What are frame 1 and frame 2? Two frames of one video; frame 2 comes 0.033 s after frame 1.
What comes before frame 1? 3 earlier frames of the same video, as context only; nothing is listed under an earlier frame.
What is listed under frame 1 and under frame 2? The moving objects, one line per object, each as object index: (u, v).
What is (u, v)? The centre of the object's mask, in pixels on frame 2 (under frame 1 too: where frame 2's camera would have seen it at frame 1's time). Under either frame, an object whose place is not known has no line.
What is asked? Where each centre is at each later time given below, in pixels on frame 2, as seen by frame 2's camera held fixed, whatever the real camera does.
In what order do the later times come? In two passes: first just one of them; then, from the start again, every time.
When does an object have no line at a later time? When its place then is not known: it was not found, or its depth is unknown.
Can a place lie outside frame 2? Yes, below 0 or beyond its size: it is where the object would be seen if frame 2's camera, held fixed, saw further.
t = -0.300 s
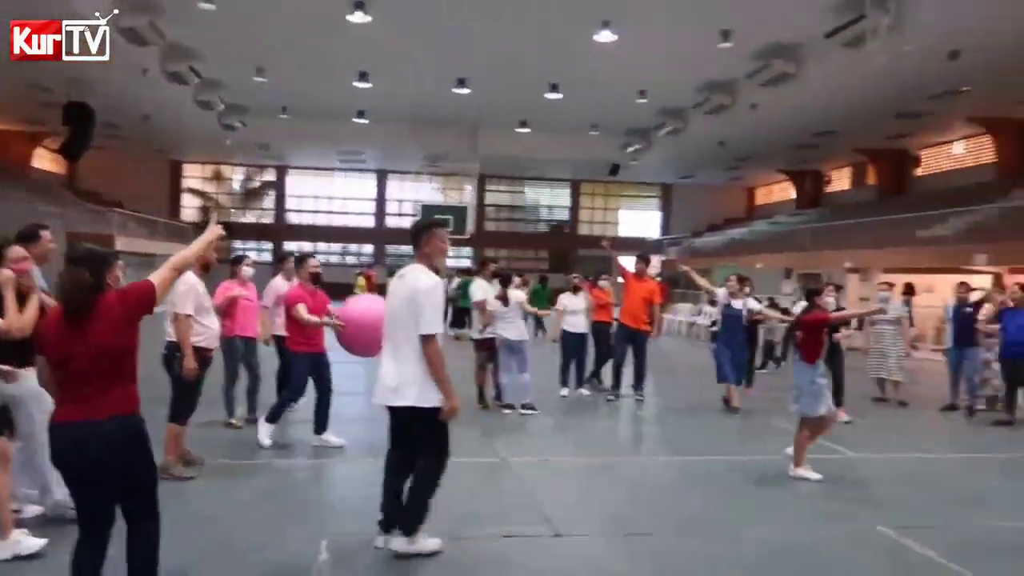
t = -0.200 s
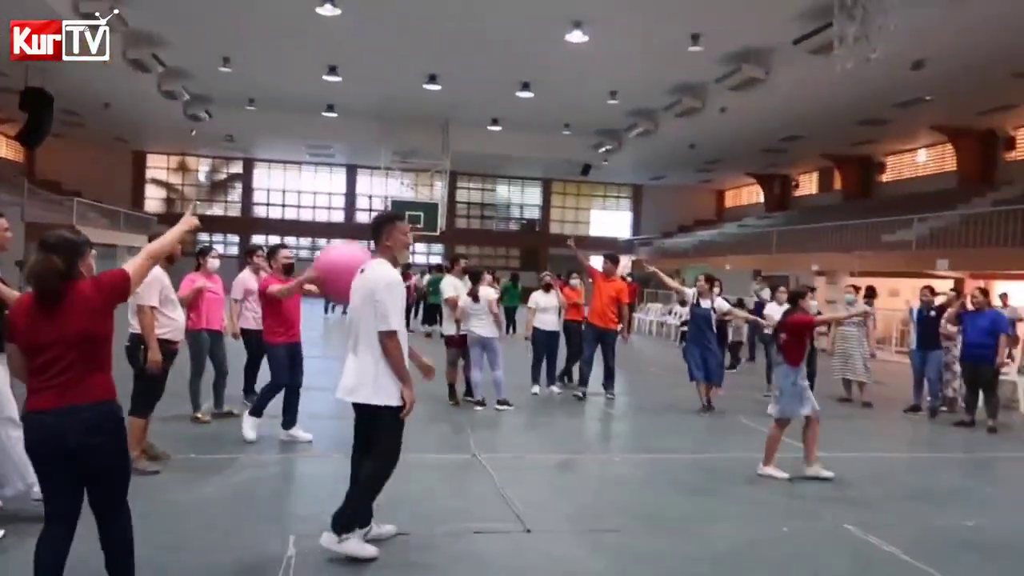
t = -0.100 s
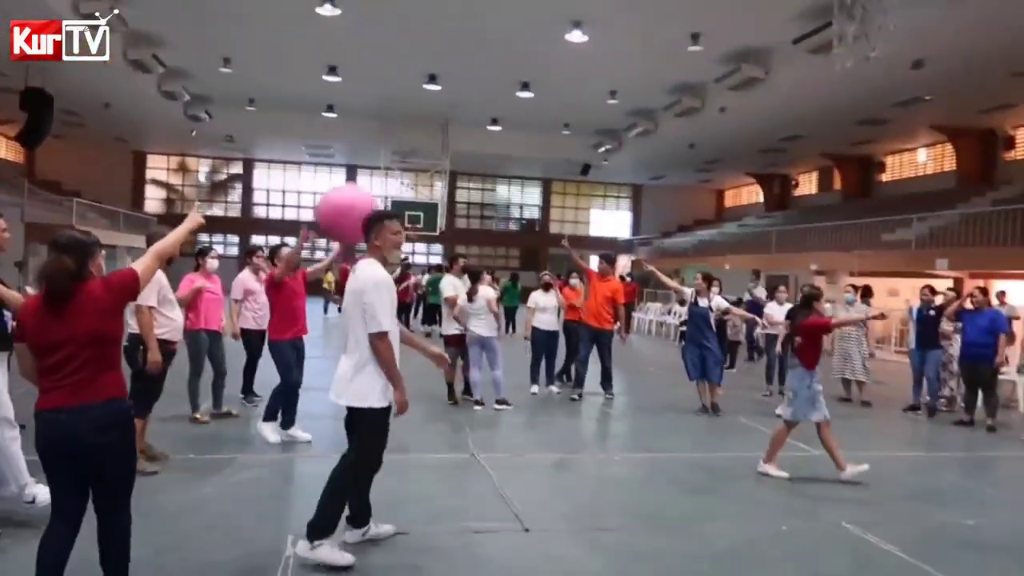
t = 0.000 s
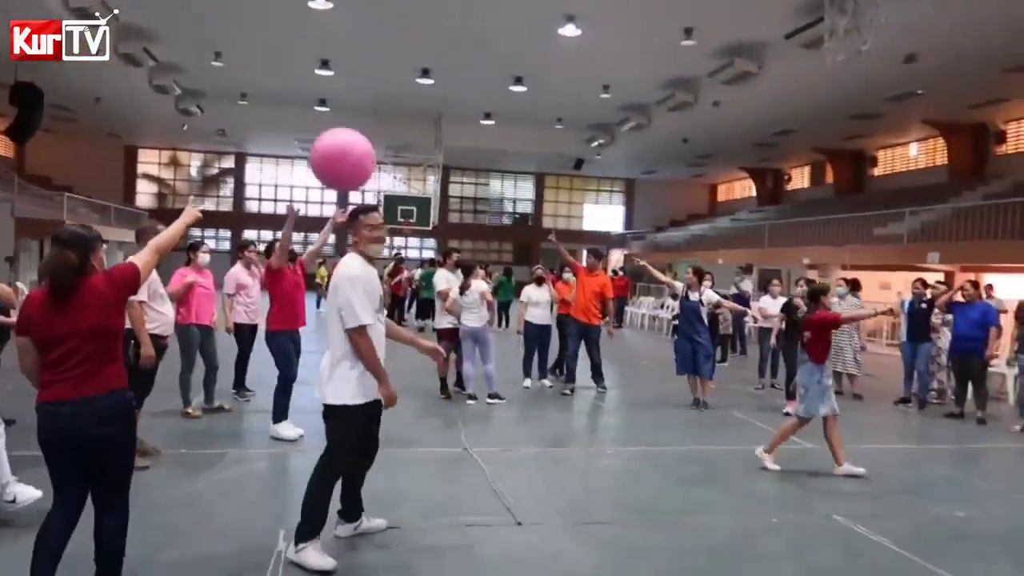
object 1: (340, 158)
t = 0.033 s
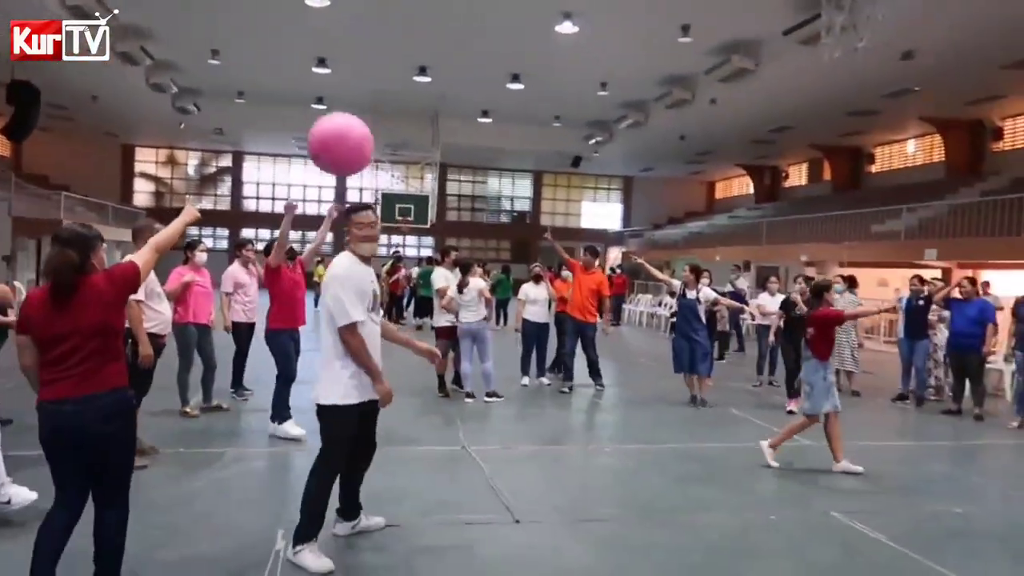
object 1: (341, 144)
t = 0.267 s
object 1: (345, 79)
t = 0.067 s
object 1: (341, 132)
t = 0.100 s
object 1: (342, 121)
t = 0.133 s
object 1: (343, 111)
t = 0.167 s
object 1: (343, 102)
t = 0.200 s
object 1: (345, 94)
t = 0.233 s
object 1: (344, 87)
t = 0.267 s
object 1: (345, 79)
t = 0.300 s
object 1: (344, 79)
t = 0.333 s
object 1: (345, 75)
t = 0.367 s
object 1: (346, 73)
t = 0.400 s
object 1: (349, 74)
